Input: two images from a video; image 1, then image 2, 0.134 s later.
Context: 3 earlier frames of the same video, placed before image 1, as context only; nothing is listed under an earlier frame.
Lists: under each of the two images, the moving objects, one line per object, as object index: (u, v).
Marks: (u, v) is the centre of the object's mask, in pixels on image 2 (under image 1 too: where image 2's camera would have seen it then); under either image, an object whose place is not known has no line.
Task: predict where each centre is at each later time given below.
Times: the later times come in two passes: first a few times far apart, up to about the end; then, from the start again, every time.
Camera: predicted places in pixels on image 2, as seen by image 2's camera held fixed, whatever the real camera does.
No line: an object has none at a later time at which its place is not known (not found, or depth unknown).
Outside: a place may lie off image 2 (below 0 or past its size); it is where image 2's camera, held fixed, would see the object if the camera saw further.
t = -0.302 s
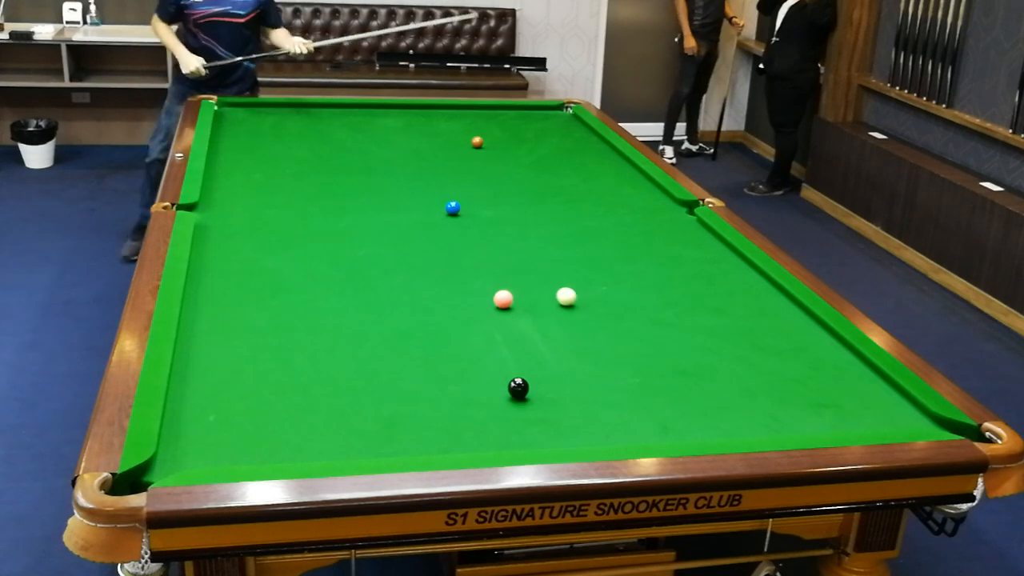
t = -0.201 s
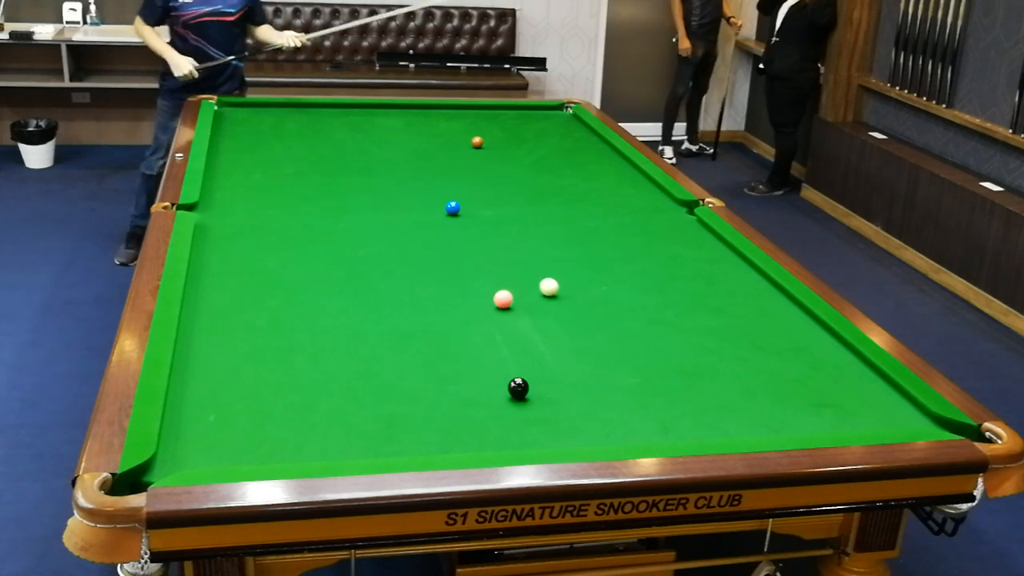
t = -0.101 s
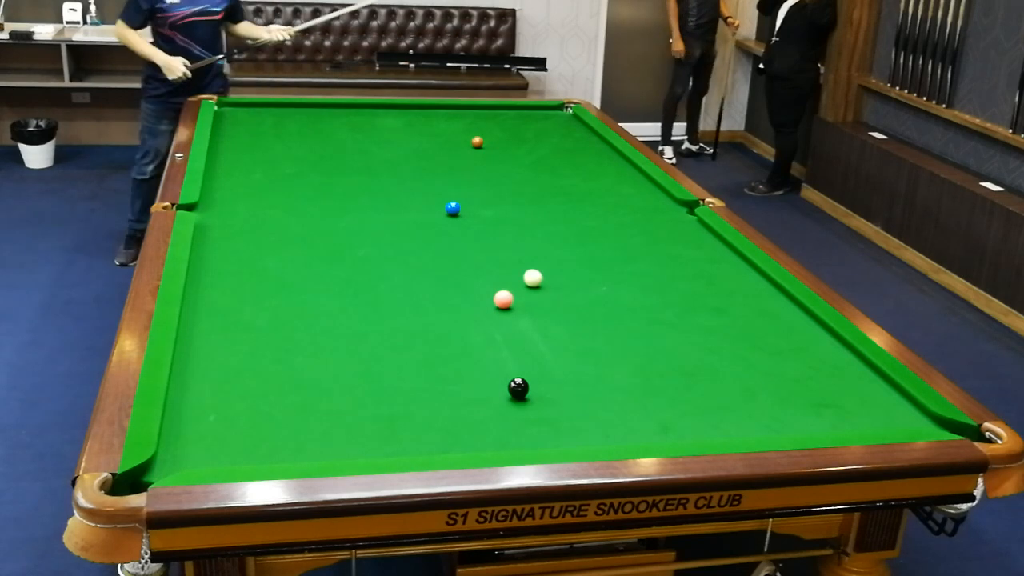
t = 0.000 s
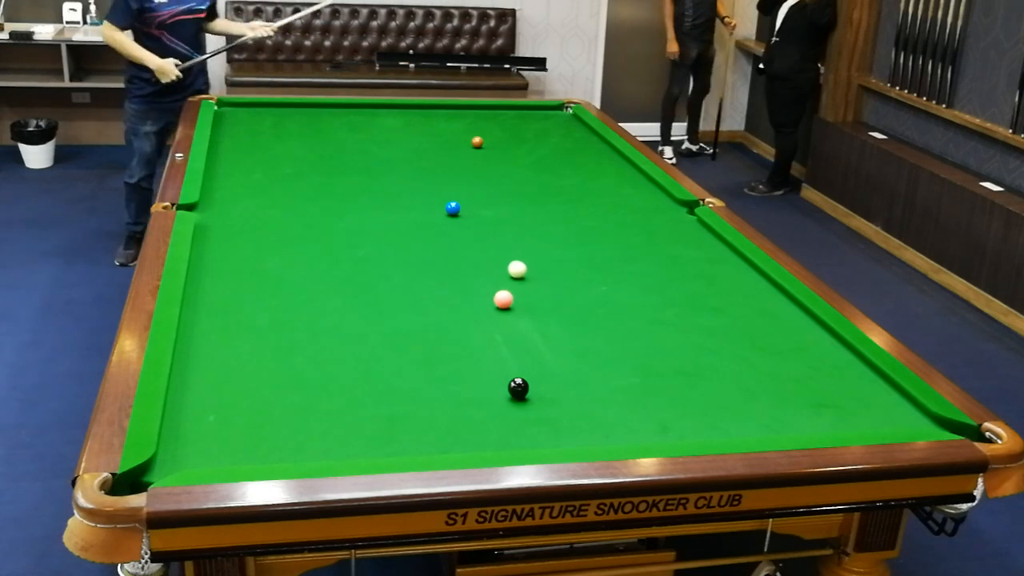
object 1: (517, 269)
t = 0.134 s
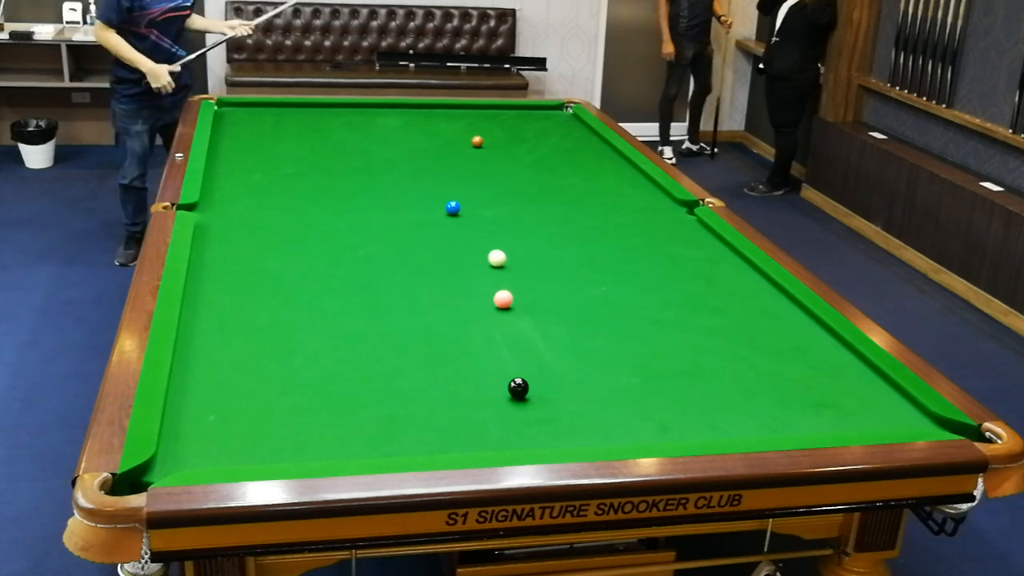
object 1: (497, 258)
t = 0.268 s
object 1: (478, 248)
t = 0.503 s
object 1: (448, 231)
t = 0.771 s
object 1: (417, 214)
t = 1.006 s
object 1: (392, 201)
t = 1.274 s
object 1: (367, 186)
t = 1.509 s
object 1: (347, 175)
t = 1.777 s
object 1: (326, 164)
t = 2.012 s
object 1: (309, 155)
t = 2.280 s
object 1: (292, 145)
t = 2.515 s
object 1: (278, 138)
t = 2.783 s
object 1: (263, 130)
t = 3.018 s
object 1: (251, 123)
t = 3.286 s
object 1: (239, 117)
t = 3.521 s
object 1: (229, 111)
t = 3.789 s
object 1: (222, 106)
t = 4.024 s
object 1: (226, 103)
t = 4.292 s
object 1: (222, 105)
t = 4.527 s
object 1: (222, 107)
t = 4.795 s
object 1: (224, 108)
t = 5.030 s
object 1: (225, 110)
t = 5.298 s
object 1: (226, 111)
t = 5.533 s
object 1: (227, 112)
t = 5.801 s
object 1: (228, 112)
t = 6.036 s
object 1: (229, 113)
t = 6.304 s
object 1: (229, 113)
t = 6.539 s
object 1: (229, 113)
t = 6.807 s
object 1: (229, 112)
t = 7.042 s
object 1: (229, 112)
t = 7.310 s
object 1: (229, 112)
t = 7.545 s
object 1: (229, 112)
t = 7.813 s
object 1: (229, 112)
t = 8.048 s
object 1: (229, 112)
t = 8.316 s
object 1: (229, 112)
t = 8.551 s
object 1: (229, 112)
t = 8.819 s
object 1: (229, 113)
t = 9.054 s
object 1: (229, 113)
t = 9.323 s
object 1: (229, 112)
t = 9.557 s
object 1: (229, 112)
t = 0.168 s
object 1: (492, 255)
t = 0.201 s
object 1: (488, 253)
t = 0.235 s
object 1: (483, 250)
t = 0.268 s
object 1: (478, 248)
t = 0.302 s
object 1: (473, 245)
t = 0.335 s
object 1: (469, 243)
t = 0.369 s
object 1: (465, 241)
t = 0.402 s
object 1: (460, 238)
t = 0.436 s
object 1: (456, 236)
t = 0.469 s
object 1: (452, 233)
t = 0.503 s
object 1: (448, 231)
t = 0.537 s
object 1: (444, 228)
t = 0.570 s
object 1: (440, 227)
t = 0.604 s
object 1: (436, 224)
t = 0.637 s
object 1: (432, 222)
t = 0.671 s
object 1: (428, 220)
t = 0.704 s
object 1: (424, 218)
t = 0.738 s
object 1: (421, 216)
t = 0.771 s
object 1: (417, 214)
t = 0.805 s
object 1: (413, 212)
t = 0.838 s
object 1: (409, 210)
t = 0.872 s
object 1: (406, 208)
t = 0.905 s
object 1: (402, 206)
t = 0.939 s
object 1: (399, 204)
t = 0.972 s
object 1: (396, 202)
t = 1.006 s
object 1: (392, 201)
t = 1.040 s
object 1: (390, 199)
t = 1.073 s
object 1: (386, 197)
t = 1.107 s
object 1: (383, 195)
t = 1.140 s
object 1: (379, 193)
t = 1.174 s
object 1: (376, 191)
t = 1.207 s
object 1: (373, 190)
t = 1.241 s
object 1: (370, 188)
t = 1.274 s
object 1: (367, 186)
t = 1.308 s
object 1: (364, 185)
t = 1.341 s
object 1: (361, 183)
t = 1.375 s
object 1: (358, 182)
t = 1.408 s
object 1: (355, 180)
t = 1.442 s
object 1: (353, 178)
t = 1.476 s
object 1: (350, 177)
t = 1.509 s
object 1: (347, 175)
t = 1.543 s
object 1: (344, 174)
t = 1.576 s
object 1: (341, 172)
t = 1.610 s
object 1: (339, 171)
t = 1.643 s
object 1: (336, 170)
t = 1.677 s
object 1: (334, 168)
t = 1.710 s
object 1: (331, 167)
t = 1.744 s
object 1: (329, 165)
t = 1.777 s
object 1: (326, 164)
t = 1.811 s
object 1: (324, 163)
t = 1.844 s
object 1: (321, 161)
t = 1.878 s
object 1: (319, 160)
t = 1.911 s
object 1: (316, 159)
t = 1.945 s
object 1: (314, 158)
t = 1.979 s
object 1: (312, 156)
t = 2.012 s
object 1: (309, 155)
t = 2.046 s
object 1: (307, 153)
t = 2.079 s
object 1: (305, 152)
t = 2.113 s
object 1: (303, 151)
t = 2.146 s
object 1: (300, 150)
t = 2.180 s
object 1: (298, 149)
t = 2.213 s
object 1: (296, 148)
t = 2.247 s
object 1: (294, 146)
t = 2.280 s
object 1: (292, 145)
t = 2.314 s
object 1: (290, 144)
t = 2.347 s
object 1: (288, 143)
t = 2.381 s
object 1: (286, 142)
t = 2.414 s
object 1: (284, 141)
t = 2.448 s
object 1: (282, 140)
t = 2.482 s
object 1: (280, 139)
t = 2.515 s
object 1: (278, 138)
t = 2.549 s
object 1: (276, 137)
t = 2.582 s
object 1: (274, 135)
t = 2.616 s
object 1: (272, 135)
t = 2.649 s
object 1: (270, 134)
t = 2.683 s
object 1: (269, 133)
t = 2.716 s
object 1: (267, 132)
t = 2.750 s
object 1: (265, 131)
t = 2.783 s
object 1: (263, 130)
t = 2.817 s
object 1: (261, 129)
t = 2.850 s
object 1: (260, 128)
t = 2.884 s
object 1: (258, 127)
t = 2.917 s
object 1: (256, 126)
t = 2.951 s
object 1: (254, 125)
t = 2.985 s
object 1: (253, 124)
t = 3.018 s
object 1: (251, 123)
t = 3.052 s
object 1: (250, 122)
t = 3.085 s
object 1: (248, 122)
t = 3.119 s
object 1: (246, 121)
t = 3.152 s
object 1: (245, 120)
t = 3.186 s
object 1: (243, 119)
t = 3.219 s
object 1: (242, 118)
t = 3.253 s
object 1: (240, 118)
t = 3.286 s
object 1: (239, 117)
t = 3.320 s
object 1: (237, 116)
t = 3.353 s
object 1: (236, 115)
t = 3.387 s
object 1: (234, 114)
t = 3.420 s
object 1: (233, 114)
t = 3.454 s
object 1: (231, 113)
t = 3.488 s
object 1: (230, 112)
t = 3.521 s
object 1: (229, 111)
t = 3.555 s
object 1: (227, 110)
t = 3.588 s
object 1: (226, 110)
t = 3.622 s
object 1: (224, 109)
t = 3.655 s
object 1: (223, 108)
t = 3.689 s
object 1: (222, 108)
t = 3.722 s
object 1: (221, 107)
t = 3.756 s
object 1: (221, 106)
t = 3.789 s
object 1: (222, 106)
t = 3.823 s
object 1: (222, 105)
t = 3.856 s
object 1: (223, 105)
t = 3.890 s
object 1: (224, 104)
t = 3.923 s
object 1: (225, 104)
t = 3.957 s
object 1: (226, 103)
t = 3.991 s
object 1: (227, 102)
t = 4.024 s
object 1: (226, 103)
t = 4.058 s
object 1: (225, 103)
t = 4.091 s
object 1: (225, 103)
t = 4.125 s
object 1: (224, 104)
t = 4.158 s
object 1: (224, 104)
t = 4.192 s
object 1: (223, 104)
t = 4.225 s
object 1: (223, 105)
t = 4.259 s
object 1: (222, 105)
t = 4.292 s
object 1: (222, 105)
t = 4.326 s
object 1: (221, 105)
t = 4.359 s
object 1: (221, 106)
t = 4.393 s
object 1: (221, 106)
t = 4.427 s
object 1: (221, 106)
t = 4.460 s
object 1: (221, 106)
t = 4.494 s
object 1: (221, 107)
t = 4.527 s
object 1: (222, 107)
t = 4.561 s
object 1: (222, 107)
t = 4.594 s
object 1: (222, 107)
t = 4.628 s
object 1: (222, 108)
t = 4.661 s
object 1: (223, 108)
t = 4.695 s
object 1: (223, 108)
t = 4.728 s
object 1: (223, 108)
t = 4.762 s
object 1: (223, 108)
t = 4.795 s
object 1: (224, 108)
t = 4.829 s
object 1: (224, 109)
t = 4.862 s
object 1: (224, 109)
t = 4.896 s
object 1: (224, 109)
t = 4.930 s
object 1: (224, 109)
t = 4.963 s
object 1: (224, 109)
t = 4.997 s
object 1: (225, 110)
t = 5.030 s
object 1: (225, 110)
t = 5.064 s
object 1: (225, 110)
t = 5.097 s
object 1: (226, 110)
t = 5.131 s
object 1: (225, 110)
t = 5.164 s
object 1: (226, 110)
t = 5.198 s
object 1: (226, 110)
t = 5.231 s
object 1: (226, 110)
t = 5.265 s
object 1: (226, 111)
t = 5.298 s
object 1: (226, 111)
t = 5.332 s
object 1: (227, 111)
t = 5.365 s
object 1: (227, 111)
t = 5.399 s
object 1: (227, 111)
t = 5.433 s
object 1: (227, 111)
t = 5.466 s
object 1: (227, 111)
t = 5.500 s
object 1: (227, 111)
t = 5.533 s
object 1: (227, 112)
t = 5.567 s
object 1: (228, 112)
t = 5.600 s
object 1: (228, 112)
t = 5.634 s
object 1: (228, 112)
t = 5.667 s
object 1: (228, 112)
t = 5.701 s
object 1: (228, 112)
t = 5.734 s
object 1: (228, 112)
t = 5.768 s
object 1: (228, 112)
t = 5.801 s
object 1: (228, 112)
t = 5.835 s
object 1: (228, 112)
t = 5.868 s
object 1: (229, 112)
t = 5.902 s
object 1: (228, 112)
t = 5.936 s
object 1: (229, 112)
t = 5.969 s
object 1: (229, 113)
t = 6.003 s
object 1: (229, 113)
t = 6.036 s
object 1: (229, 113)
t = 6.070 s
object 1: (228, 113)
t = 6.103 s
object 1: (229, 113)
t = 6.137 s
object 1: (229, 113)
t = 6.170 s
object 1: (229, 113)
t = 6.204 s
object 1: (229, 113)
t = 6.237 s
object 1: (229, 113)
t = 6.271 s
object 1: (229, 113)
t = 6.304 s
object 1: (229, 113)
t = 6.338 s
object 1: (229, 113)
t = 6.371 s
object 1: (229, 113)
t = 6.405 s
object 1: (229, 113)
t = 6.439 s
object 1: (229, 113)
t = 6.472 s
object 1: (229, 113)
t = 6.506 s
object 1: (229, 113)
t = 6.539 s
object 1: (229, 113)
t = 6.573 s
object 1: (229, 113)
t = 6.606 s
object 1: (229, 113)
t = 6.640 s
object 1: (229, 113)
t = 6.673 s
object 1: (229, 113)
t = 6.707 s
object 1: (229, 113)
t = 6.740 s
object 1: (229, 112)
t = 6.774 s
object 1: (229, 112)
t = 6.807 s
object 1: (229, 112)
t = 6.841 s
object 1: (229, 112)
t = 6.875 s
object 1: (229, 112)
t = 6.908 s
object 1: (229, 112)
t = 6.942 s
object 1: (229, 112)
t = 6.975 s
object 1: (229, 112)
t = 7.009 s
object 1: (229, 113)
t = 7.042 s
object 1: (229, 112)
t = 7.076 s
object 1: (229, 112)
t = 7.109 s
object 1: (229, 112)
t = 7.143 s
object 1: (229, 112)
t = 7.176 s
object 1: (229, 112)
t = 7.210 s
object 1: (229, 112)
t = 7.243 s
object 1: (229, 112)
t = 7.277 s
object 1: (229, 112)
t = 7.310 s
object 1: (229, 112)
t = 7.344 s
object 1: (229, 112)
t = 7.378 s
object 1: (229, 112)
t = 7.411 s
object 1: (229, 112)
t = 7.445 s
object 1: (229, 113)
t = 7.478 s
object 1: (229, 113)
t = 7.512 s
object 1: (229, 113)
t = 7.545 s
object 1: (229, 112)
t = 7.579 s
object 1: (229, 113)
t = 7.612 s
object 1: (229, 113)
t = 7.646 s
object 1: (229, 113)
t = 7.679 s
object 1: (229, 113)
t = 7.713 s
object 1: (229, 112)
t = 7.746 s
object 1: (229, 112)
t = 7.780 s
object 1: (229, 112)
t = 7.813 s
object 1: (229, 112)
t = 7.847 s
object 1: (229, 112)
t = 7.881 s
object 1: (229, 113)
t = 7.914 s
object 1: (229, 113)
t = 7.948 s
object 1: (229, 112)
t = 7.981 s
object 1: (229, 112)
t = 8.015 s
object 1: (229, 113)
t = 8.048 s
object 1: (229, 112)
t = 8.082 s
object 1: (229, 113)
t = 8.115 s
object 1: (229, 113)
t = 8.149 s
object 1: (229, 113)
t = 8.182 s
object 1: (229, 112)
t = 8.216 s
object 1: (229, 112)
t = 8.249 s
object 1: (229, 112)
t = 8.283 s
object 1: (229, 112)
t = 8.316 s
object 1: (229, 112)
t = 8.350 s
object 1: (229, 112)
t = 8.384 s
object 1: (229, 112)
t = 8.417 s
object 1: (229, 112)
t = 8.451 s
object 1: (229, 112)
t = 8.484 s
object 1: (228, 113)
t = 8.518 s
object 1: (228, 113)
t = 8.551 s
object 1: (229, 112)
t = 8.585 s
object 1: (229, 113)
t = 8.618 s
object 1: (229, 113)
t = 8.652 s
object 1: (229, 112)
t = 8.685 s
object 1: (229, 113)
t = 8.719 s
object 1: (229, 113)
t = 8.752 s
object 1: (229, 112)
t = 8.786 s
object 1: (229, 113)
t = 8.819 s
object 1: (229, 113)
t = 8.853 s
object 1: (229, 113)
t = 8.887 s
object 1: (229, 113)
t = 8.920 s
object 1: (229, 113)
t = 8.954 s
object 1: (229, 113)
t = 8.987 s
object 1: (229, 113)
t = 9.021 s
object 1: (229, 112)
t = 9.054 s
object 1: (229, 113)
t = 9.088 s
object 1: (229, 113)
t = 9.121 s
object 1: (229, 112)
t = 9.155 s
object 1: (229, 112)
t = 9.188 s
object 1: (229, 112)
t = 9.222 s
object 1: (229, 112)
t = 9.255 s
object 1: (229, 112)
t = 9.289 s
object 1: (229, 112)
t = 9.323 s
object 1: (229, 112)
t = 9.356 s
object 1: (229, 112)
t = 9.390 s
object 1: (229, 113)
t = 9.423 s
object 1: (229, 113)
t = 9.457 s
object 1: (229, 112)
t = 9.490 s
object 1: (229, 112)
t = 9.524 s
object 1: (229, 113)
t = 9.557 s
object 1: (229, 112)
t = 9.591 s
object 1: (229, 113)
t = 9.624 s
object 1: (229, 113)
